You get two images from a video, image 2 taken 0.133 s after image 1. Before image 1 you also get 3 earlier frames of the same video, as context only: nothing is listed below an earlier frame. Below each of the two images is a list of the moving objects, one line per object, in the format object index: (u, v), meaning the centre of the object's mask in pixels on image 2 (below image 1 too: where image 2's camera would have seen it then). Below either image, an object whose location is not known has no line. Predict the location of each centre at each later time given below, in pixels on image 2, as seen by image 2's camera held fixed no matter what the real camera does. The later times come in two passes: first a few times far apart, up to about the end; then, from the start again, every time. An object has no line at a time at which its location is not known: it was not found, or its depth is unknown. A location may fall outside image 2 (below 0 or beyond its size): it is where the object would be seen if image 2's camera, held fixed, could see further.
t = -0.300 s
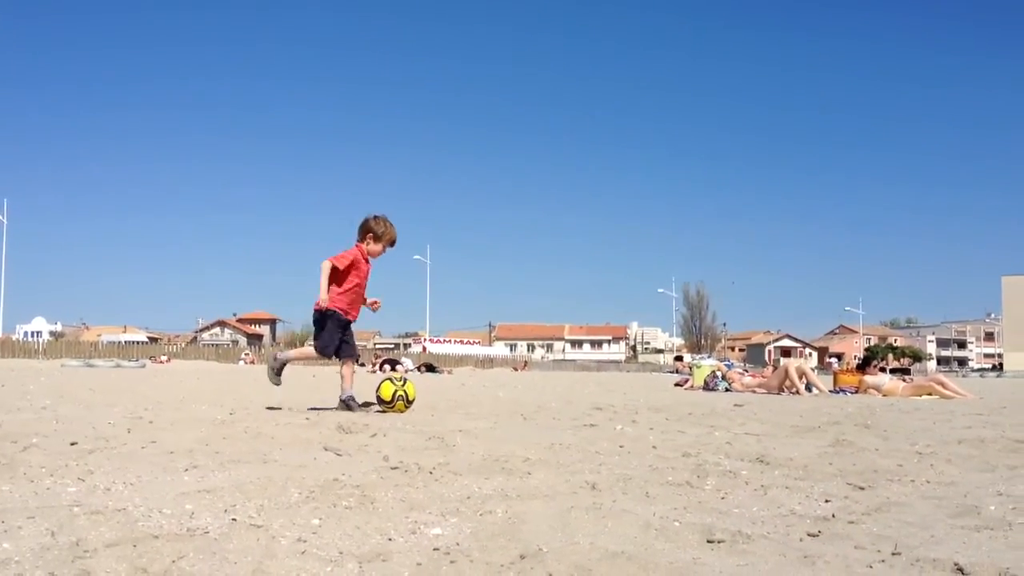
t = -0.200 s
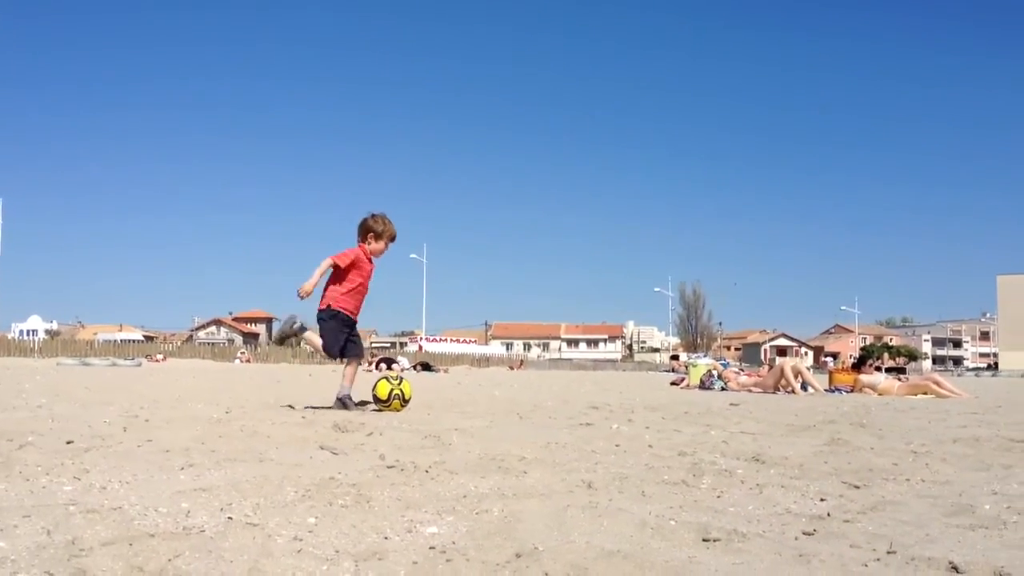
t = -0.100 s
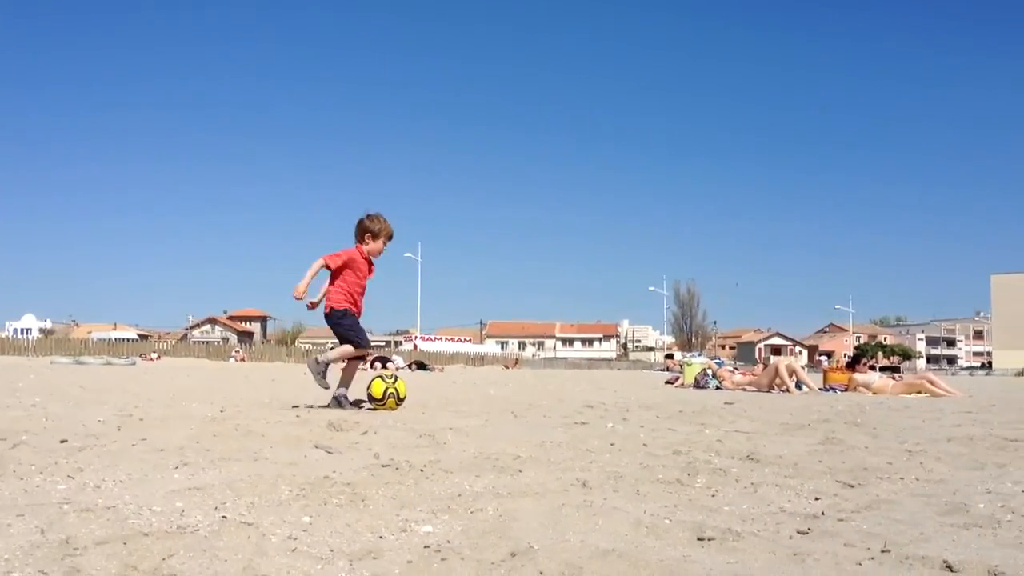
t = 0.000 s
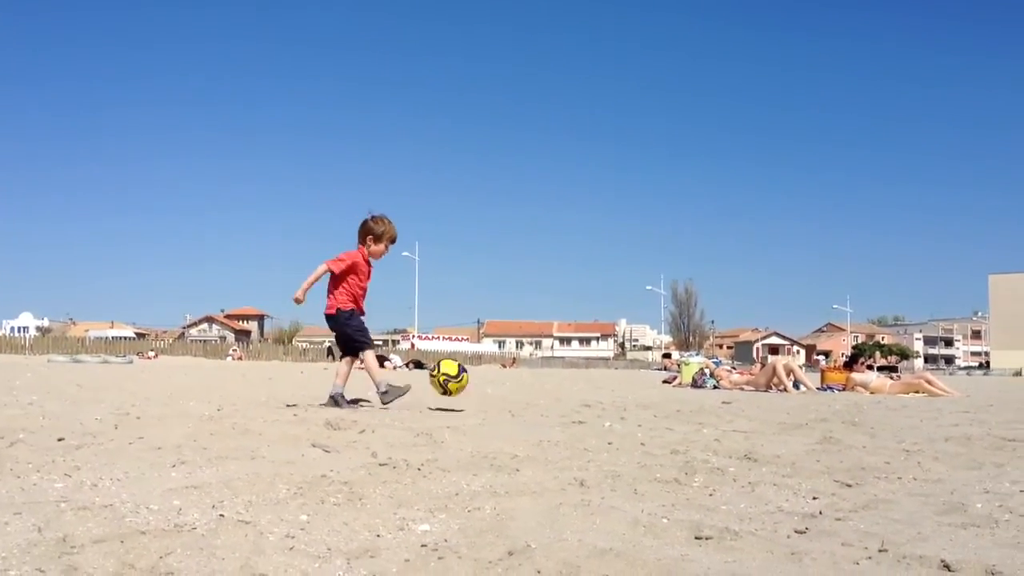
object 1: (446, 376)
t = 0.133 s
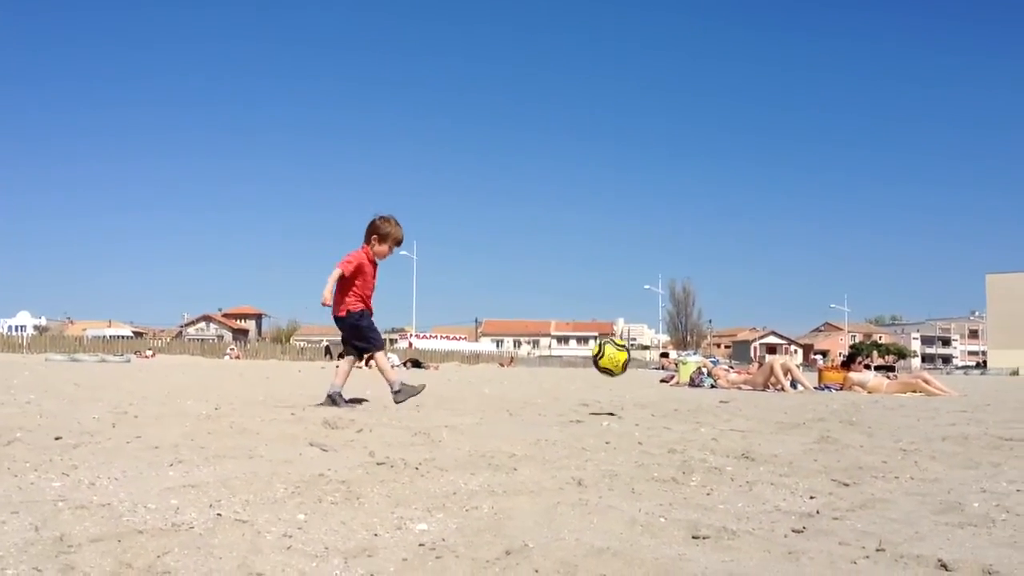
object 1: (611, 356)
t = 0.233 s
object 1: (735, 363)
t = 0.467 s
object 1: (988, 406)
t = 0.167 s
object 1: (652, 357)
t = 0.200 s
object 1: (692, 358)
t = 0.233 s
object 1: (735, 363)
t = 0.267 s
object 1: (773, 369)
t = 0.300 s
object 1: (813, 376)
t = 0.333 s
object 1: (855, 387)
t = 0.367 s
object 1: (894, 399)
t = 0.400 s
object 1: (936, 413)
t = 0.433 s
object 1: (965, 413)
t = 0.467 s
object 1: (988, 406)
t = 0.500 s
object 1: (1011, 401)
